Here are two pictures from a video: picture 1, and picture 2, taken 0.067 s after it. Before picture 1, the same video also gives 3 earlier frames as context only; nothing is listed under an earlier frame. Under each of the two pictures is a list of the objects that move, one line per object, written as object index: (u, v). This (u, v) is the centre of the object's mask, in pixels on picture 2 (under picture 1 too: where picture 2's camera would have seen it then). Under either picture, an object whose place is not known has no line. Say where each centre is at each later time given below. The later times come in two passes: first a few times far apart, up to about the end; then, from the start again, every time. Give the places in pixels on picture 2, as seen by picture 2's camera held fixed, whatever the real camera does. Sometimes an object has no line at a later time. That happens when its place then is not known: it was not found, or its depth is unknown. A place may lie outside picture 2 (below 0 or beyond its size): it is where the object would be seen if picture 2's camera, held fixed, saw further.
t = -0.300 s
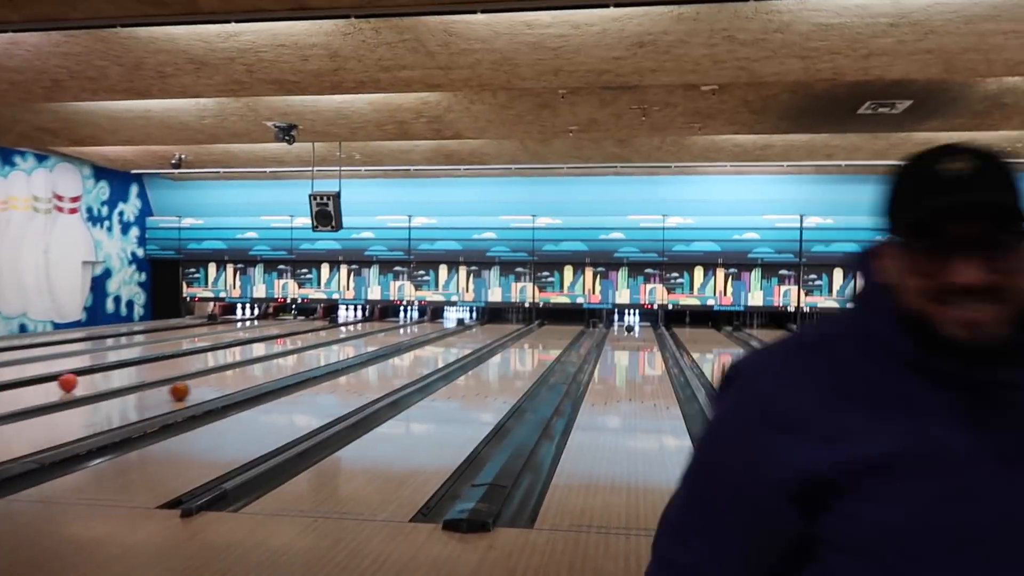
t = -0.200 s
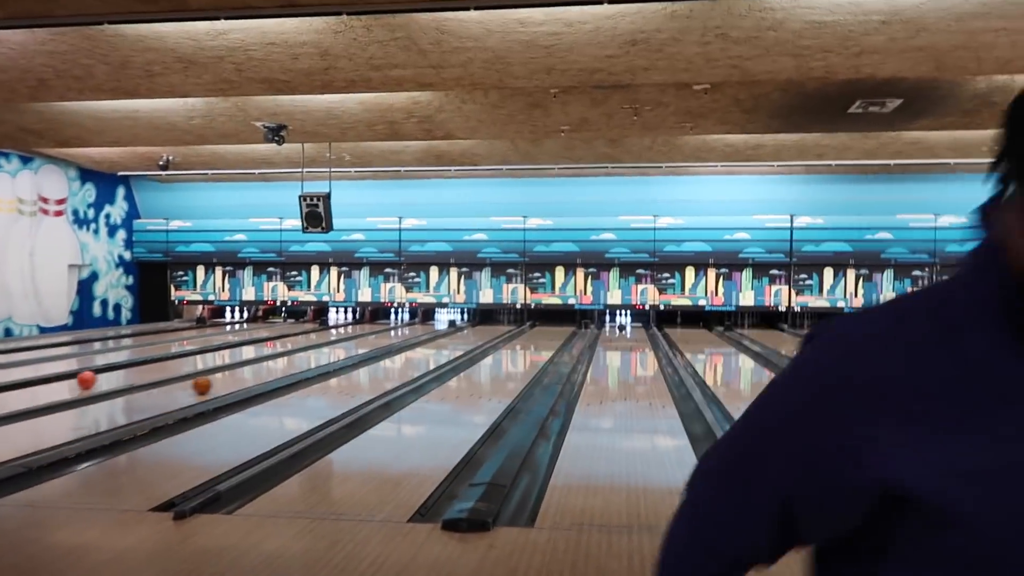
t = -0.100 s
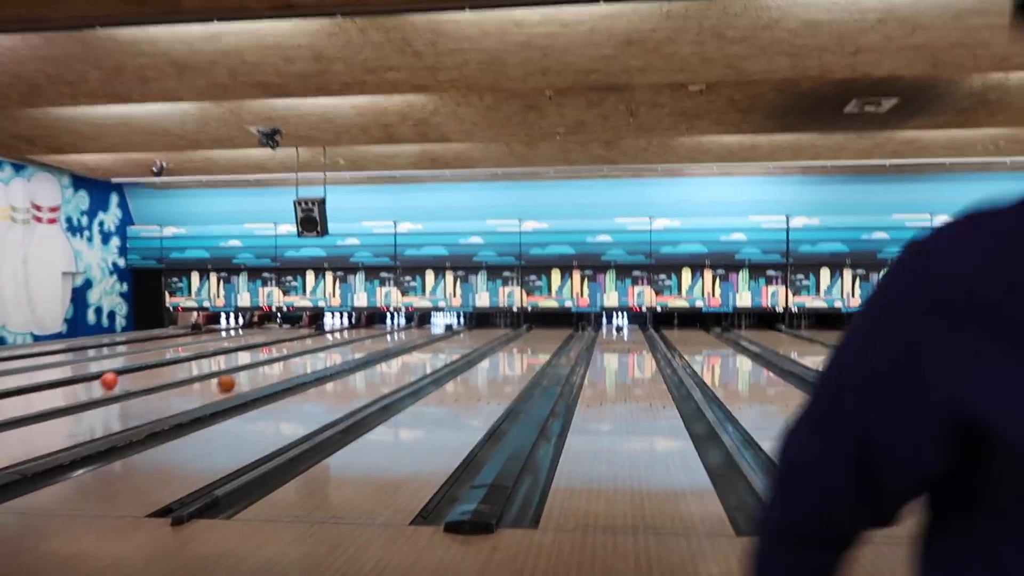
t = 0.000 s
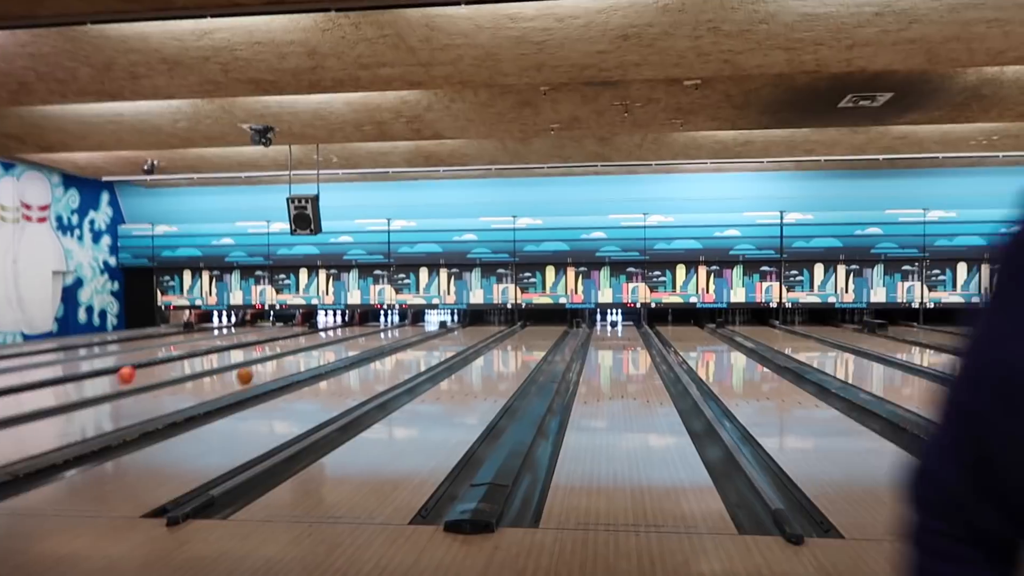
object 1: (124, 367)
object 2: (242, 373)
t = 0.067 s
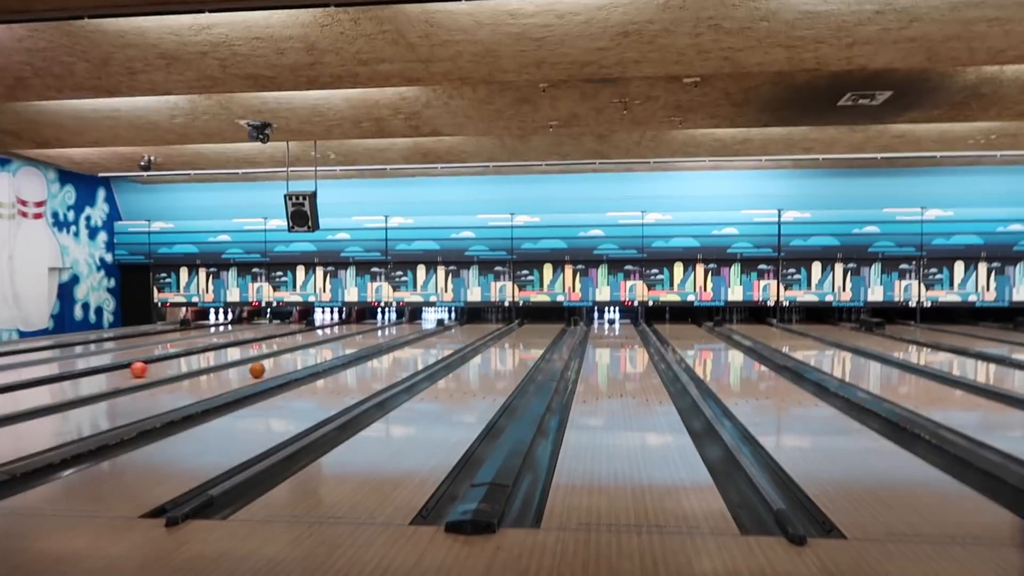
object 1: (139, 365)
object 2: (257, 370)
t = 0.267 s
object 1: (180, 357)
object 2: (295, 361)
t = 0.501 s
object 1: (219, 350)
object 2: (330, 352)
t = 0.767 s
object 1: (255, 342)
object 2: (360, 344)
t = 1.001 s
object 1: (281, 337)
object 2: (379, 339)
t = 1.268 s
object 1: (305, 333)
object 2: (398, 333)
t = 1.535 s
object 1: (326, 329)
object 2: (416, 330)
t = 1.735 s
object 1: (338, 326)
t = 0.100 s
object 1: (146, 363)
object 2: (264, 368)
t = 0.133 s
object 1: (154, 363)
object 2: (271, 366)
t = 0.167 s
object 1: (161, 361)
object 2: (278, 365)
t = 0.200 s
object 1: (167, 360)
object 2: (283, 364)
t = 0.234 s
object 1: (174, 359)
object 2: (289, 362)
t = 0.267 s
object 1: (180, 357)
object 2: (295, 361)
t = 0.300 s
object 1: (186, 356)
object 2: (301, 360)
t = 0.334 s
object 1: (193, 354)
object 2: (306, 358)
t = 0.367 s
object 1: (198, 353)
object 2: (311, 357)
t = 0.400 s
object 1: (204, 352)
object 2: (316, 356)
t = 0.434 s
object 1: (208, 351)
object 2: (321, 355)
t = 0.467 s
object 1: (214, 350)
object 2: (326, 353)
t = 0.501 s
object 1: (219, 350)
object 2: (330, 352)
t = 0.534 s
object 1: (224, 349)
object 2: (334, 351)
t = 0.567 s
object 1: (229, 347)
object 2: (339, 349)
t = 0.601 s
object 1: (234, 347)
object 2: (342, 348)
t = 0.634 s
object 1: (238, 345)
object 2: (346, 347)
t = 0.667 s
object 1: (243, 345)
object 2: (350, 346)
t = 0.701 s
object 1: (247, 343)
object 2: (353, 345)
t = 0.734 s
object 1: (250, 343)
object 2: (357, 344)
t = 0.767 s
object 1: (255, 342)
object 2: (360, 344)
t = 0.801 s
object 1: (259, 341)
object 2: (363, 343)
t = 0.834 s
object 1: (263, 341)
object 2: (366, 342)
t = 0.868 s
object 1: (266, 340)
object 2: (369, 341)
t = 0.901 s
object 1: (270, 339)
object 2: (372, 340)
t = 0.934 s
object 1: (274, 339)
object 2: (374, 340)
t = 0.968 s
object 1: (278, 338)
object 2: (377, 339)
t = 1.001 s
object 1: (281, 337)
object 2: (379, 339)
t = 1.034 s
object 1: (284, 336)
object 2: (382, 338)
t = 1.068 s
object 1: (288, 336)
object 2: (385, 337)
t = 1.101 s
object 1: (290, 335)
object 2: (387, 336)
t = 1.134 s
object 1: (294, 334)
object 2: (389, 336)
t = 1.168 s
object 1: (297, 334)
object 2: (392, 335)
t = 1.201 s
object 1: (299, 333)
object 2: (394, 334)
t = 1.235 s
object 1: (302, 333)
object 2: (396, 334)
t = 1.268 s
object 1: (305, 333)
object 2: (398, 333)
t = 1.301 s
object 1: (308, 332)
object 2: (400, 332)
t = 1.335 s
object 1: (311, 331)
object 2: (402, 332)
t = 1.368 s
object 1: (313, 331)
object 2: (404, 332)
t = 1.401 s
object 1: (316, 330)
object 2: (407, 331)
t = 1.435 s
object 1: (319, 330)
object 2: (410, 331)
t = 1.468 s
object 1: (321, 330)
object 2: (411, 331)
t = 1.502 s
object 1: (323, 329)
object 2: (414, 330)
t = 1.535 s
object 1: (326, 329)
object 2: (416, 330)
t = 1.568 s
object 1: (328, 328)
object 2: (418, 329)
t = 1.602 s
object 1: (330, 328)
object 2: (419, 329)
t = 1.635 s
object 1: (332, 327)
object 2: (420, 329)
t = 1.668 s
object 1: (335, 327)
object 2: (421, 329)
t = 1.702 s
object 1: (336, 326)
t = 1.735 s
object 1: (338, 326)
